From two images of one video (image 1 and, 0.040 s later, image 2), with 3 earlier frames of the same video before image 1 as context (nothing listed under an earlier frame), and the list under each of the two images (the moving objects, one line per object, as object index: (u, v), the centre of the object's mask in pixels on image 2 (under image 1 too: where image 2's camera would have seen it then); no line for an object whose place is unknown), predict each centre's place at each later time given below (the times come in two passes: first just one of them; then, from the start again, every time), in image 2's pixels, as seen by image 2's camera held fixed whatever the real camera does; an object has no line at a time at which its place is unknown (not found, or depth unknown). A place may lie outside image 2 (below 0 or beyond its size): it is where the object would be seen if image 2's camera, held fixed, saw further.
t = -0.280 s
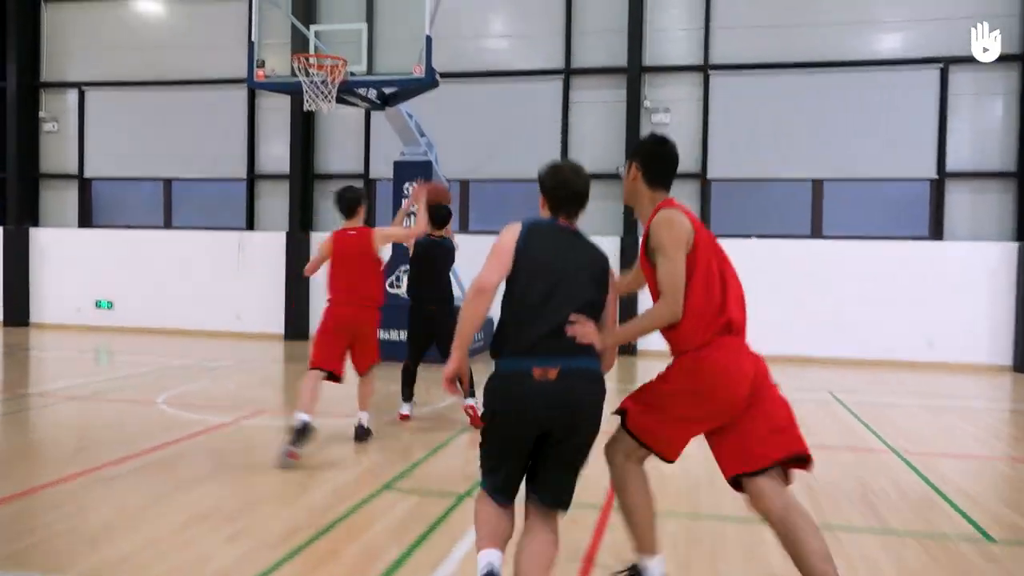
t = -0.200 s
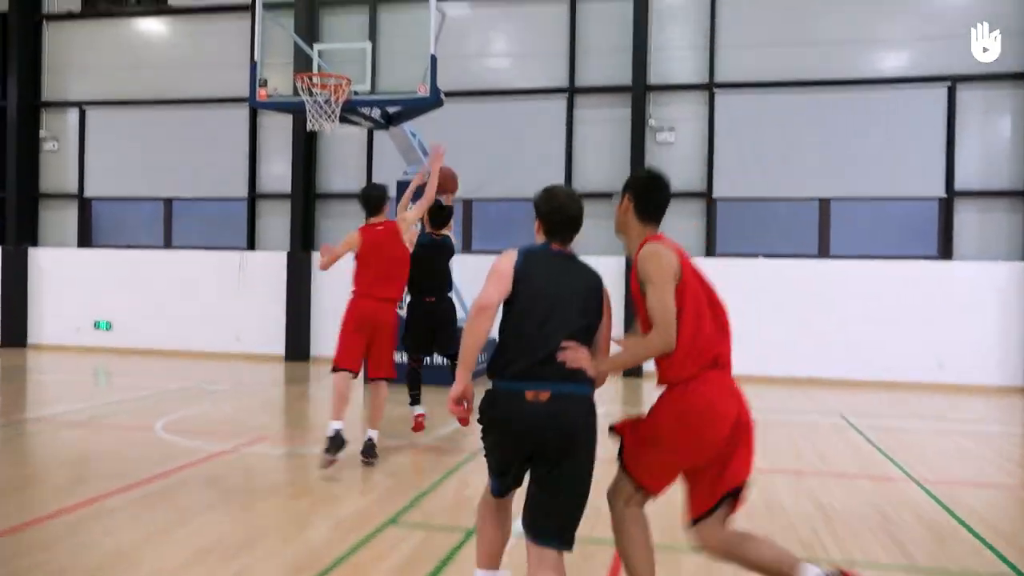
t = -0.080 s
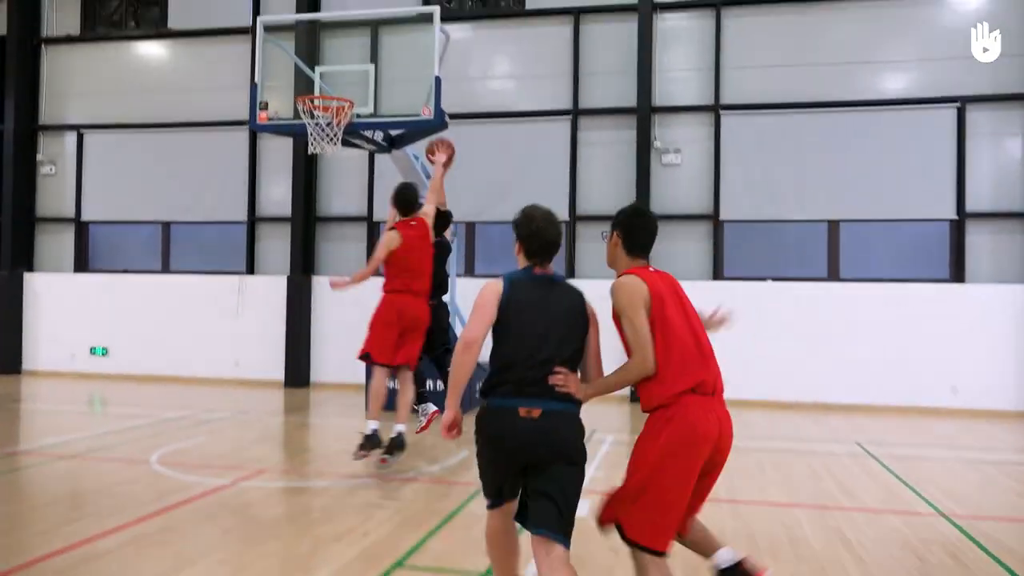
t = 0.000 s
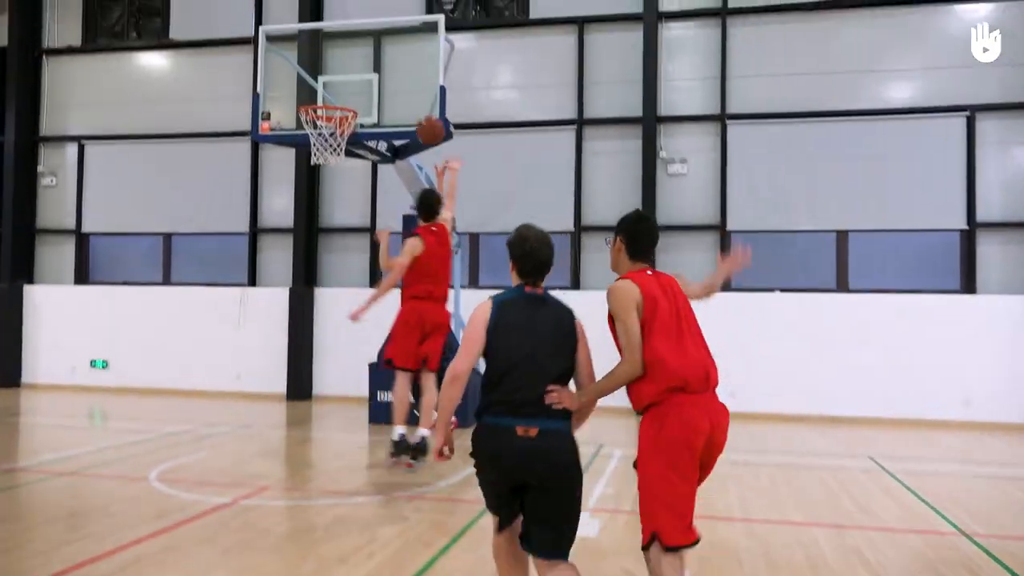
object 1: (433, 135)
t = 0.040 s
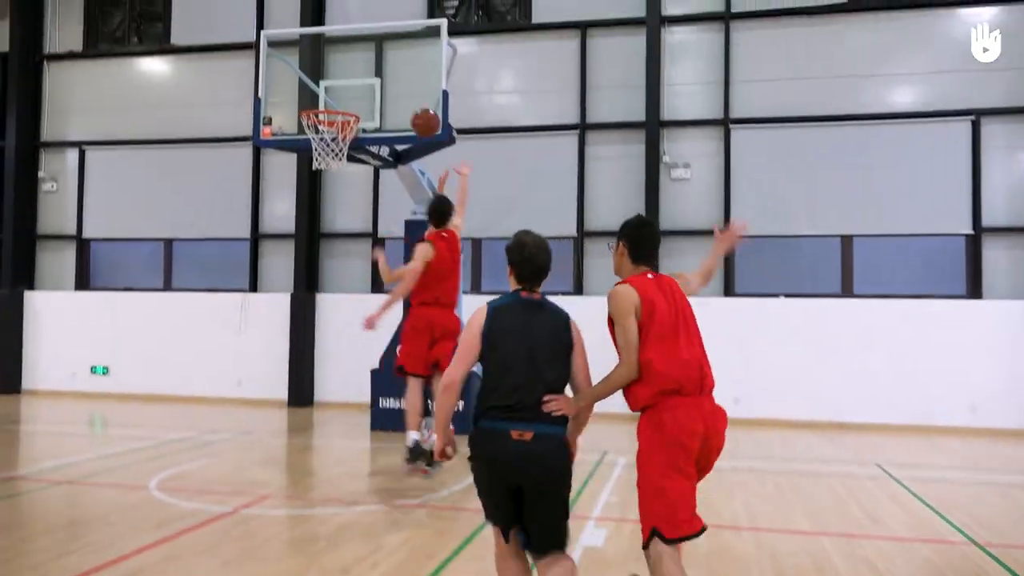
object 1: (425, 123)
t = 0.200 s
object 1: (397, 93)
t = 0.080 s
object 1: (418, 112)
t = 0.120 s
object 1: (411, 104)
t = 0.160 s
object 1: (404, 98)
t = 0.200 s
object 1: (397, 93)
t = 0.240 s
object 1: (390, 91)
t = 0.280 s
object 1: (384, 90)
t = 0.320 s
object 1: (376, 87)
